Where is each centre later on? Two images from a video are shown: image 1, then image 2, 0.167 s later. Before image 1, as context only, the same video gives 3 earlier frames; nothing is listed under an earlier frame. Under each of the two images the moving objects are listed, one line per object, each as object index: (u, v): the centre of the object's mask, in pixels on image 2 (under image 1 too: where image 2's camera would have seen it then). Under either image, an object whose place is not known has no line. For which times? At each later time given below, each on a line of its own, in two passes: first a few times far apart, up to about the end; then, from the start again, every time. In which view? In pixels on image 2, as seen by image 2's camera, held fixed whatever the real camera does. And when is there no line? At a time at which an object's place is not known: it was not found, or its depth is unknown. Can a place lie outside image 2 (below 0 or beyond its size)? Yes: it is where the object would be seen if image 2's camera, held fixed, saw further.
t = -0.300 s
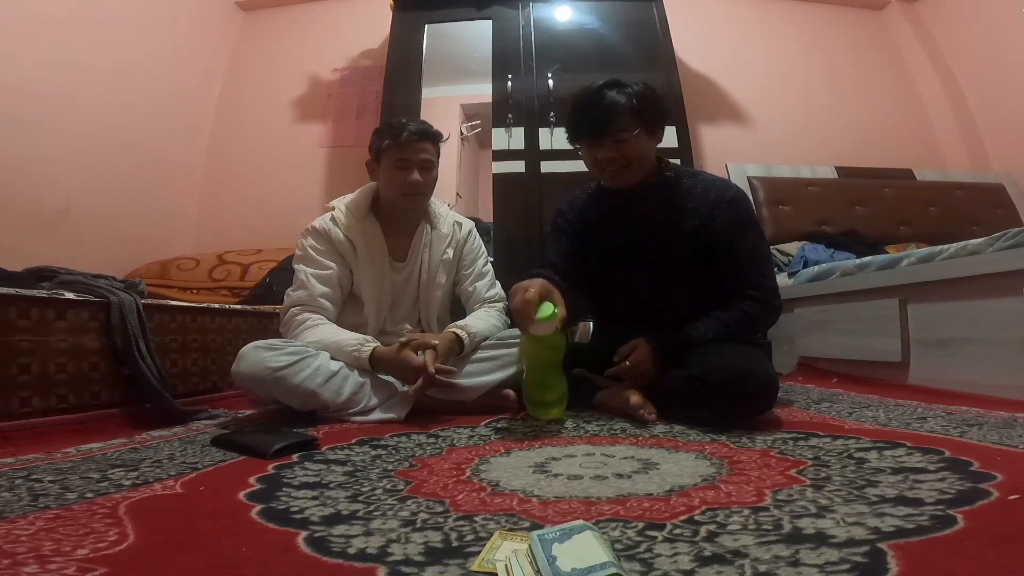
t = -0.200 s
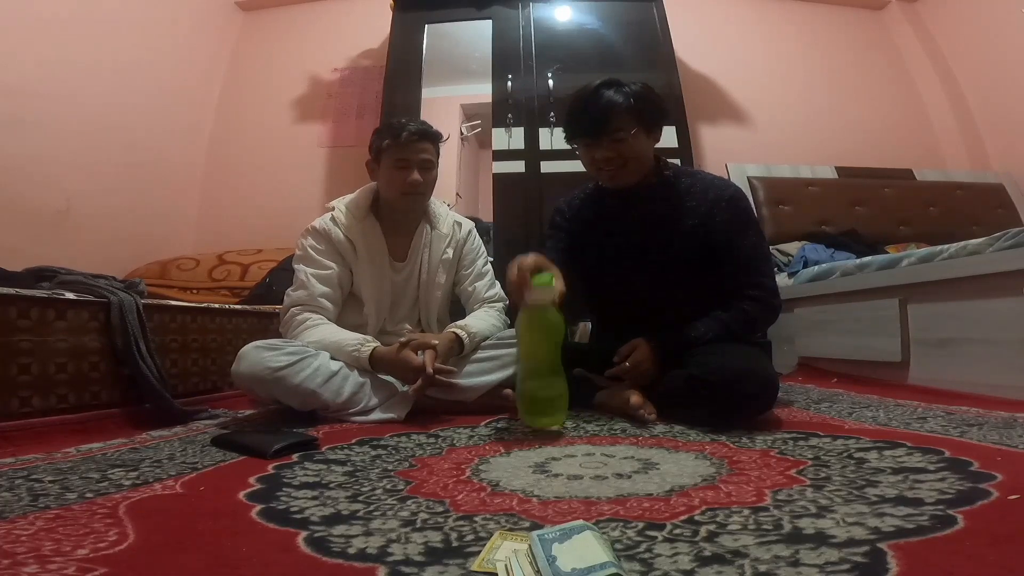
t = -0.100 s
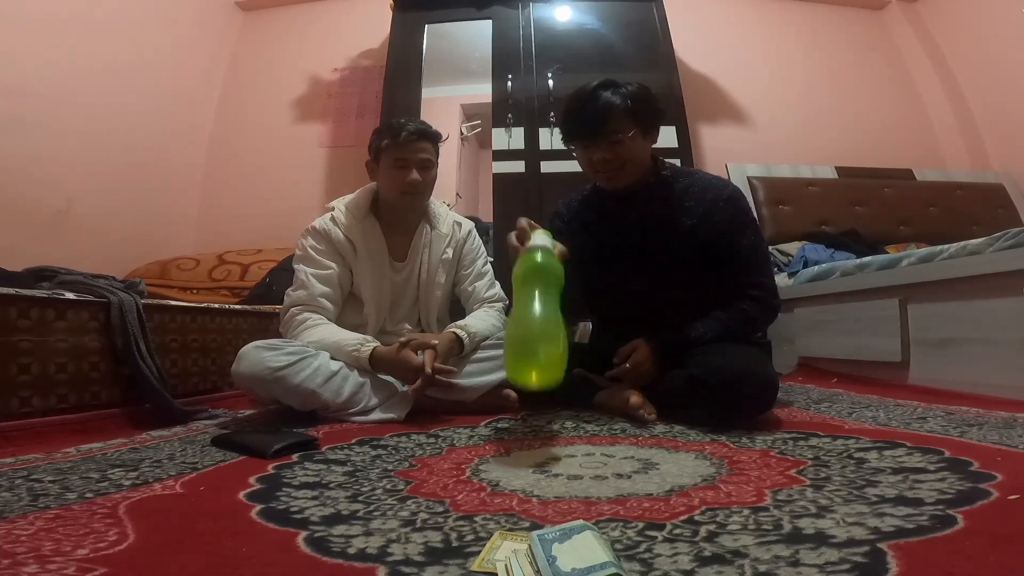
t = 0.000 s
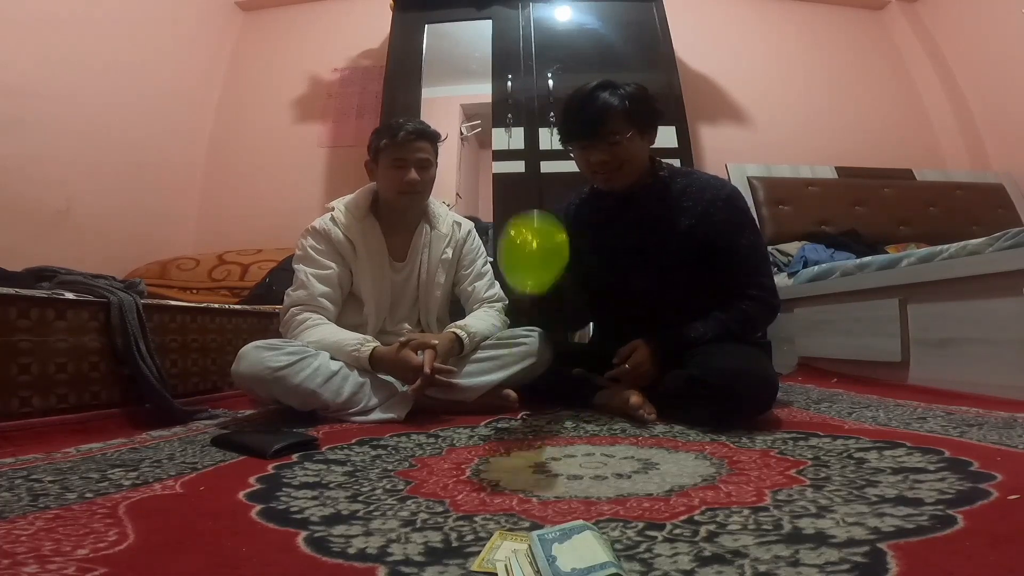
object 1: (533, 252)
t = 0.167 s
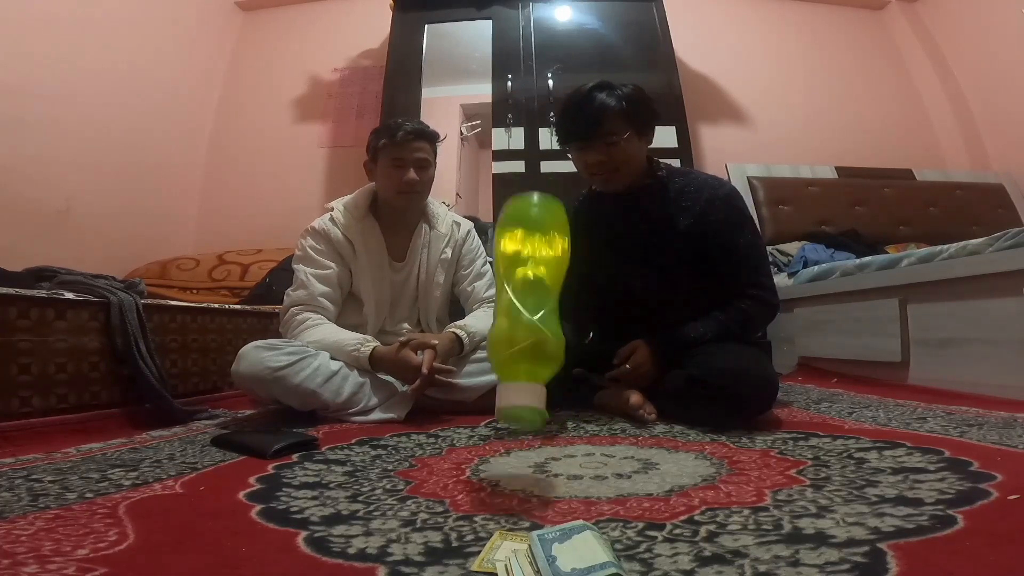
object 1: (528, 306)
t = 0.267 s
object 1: (535, 396)
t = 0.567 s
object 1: (508, 499)
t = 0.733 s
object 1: (504, 499)
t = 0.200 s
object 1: (529, 332)
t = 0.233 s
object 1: (532, 361)
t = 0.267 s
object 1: (535, 396)
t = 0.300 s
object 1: (539, 440)
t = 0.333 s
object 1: (539, 494)
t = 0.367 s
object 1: (531, 487)
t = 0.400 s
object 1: (525, 487)
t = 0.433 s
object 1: (521, 491)
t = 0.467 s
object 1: (516, 500)
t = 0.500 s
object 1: (511, 499)
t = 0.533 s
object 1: (508, 498)
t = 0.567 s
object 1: (508, 499)
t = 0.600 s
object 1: (508, 499)
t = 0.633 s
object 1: (508, 499)
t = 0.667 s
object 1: (507, 499)
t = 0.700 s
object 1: (505, 499)
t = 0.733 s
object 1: (504, 499)
